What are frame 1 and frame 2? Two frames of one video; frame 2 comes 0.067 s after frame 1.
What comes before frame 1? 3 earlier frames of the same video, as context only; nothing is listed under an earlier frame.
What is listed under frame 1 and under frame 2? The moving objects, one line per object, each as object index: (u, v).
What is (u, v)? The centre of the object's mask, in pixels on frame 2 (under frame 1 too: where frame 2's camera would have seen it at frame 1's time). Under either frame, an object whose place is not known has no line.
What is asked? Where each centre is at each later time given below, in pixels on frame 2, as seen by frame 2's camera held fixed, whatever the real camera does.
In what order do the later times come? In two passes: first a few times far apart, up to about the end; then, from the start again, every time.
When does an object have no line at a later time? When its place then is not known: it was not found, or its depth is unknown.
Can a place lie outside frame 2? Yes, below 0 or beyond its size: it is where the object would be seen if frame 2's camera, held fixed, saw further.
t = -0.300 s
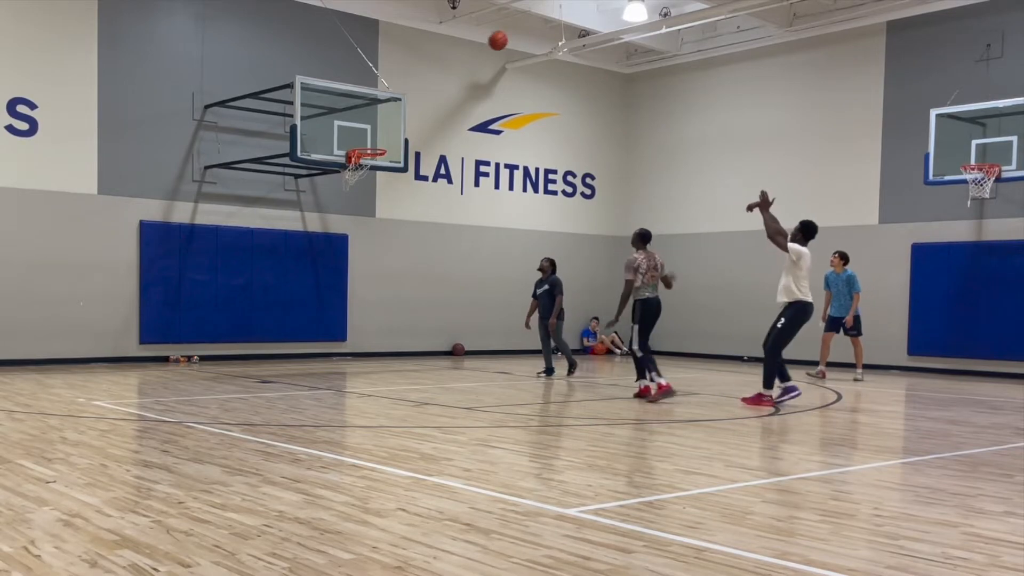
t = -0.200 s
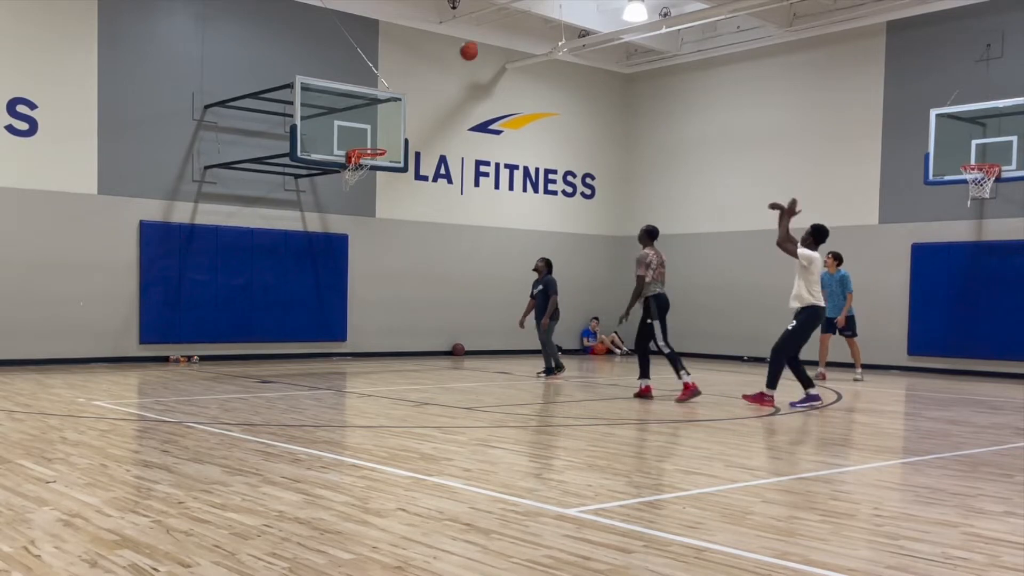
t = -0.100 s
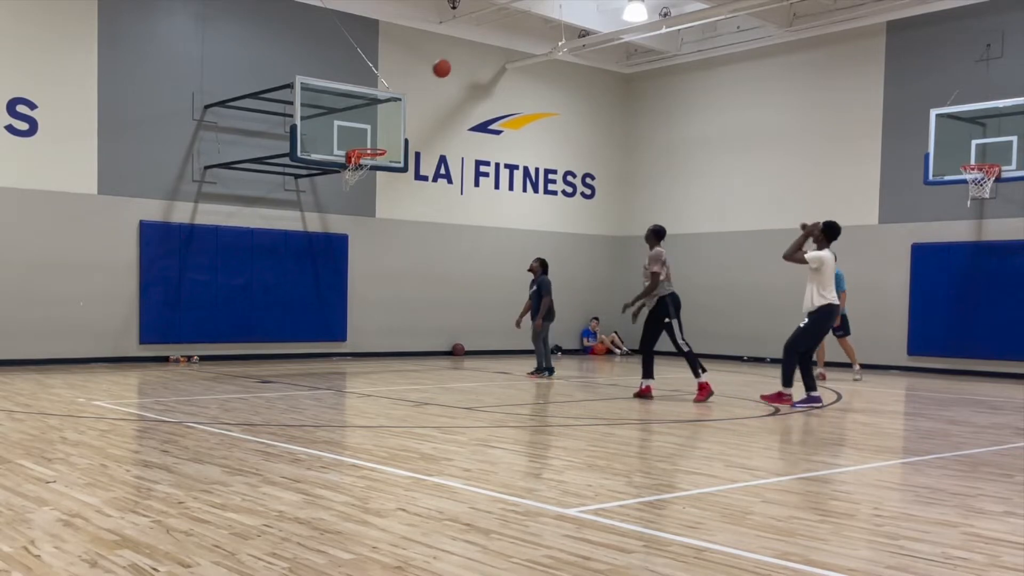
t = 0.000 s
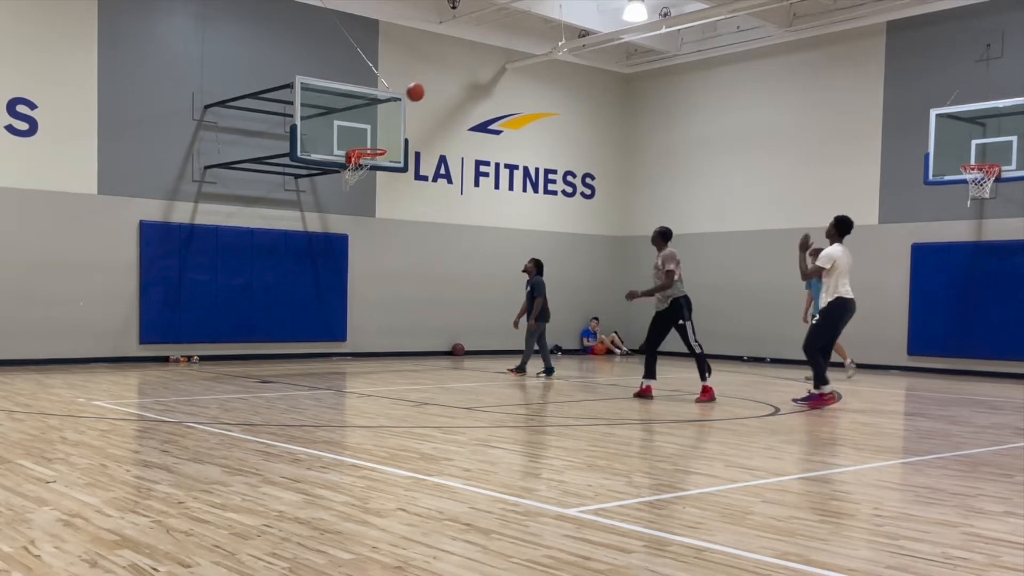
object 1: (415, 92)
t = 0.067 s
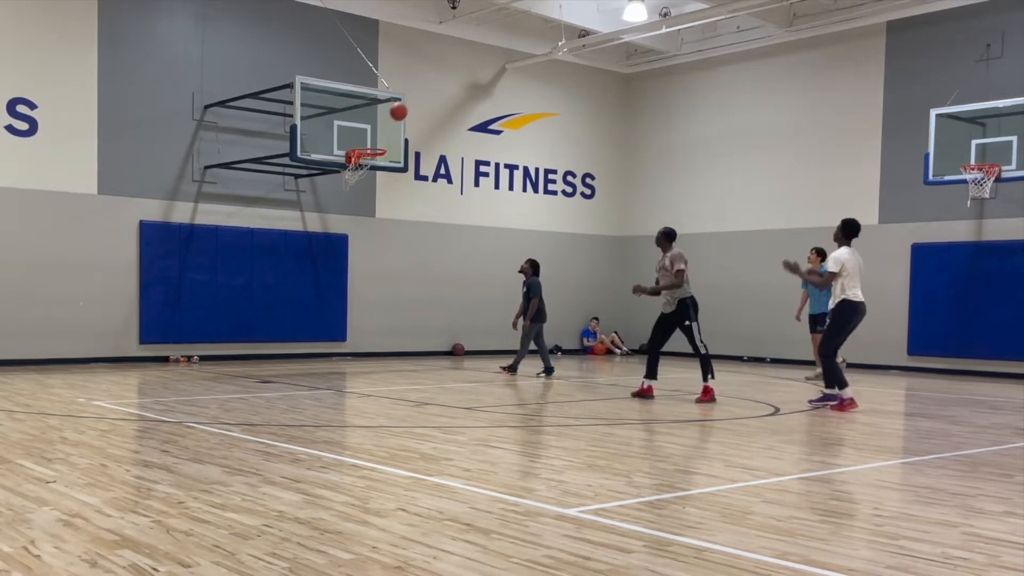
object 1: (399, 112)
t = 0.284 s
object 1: (356, 163)
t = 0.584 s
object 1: (343, 243)
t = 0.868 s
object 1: (330, 365)
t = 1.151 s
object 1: (337, 278)
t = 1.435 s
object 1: (344, 250)
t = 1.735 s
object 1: (350, 293)
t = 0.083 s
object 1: (394, 117)
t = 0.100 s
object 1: (390, 122)
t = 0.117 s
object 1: (386, 128)
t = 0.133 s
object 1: (382, 133)
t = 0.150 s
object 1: (378, 139)
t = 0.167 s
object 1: (375, 146)
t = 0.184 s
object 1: (370, 151)
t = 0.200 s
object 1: (367, 153)
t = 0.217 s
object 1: (364, 155)
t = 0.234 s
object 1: (362, 158)
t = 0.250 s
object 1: (358, 160)
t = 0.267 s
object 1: (356, 161)
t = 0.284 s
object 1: (356, 163)
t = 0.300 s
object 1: (355, 166)
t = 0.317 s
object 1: (355, 169)
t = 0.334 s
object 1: (354, 171)
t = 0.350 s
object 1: (353, 175)
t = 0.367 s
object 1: (353, 178)
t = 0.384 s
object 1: (352, 182)
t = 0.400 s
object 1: (352, 186)
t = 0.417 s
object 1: (351, 190)
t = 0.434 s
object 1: (350, 194)
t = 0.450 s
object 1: (349, 199)
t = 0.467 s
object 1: (349, 204)
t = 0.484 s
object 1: (348, 209)
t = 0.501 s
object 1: (347, 214)
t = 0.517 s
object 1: (346, 219)
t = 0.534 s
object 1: (345, 225)
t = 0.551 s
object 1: (345, 231)
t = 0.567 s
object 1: (344, 237)
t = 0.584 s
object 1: (343, 243)
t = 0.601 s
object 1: (342, 249)
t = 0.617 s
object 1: (341, 256)
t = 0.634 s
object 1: (341, 263)
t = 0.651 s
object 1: (340, 270)
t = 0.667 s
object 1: (339, 277)
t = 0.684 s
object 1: (338, 285)
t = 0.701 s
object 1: (338, 293)
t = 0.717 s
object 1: (337, 301)
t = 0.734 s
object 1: (336, 309)
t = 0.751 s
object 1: (335, 317)
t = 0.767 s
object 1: (334, 326)
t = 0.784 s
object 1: (333, 334)
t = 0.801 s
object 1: (332, 343)
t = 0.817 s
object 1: (331, 353)
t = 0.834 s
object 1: (331, 362)
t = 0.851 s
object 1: (330, 371)
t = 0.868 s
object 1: (330, 365)
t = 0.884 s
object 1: (331, 358)
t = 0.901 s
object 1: (331, 352)
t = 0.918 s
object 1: (331, 346)
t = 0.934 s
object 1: (332, 339)
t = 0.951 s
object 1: (332, 333)
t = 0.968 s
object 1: (333, 327)
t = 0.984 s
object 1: (333, 322)
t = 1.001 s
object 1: (333, 316)
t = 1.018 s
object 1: (334, 311)
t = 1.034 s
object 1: (334, 307)
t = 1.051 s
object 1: (334, 302)
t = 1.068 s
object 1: (335, 297)
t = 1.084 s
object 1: (336, 293)
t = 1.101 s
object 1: (336, 289)
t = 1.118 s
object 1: (337, 285)
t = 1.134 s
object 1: (337, 281)
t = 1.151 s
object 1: (337, 278)
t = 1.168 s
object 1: (338, 274)
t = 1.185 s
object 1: (338, 271)
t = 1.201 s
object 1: (338, 268)
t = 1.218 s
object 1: (339, 266)
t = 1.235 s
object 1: (339, 263)
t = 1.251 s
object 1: (340, 261)
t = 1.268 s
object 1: (340, 259)
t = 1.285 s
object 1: (341, 257)
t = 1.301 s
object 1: (341, 256)
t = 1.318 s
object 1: (341, 254)
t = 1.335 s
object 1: (342, 253)
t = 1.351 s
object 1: (342, 252)
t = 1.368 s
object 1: (342, 251)
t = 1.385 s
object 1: (343, 251)
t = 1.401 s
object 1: (343, 251)
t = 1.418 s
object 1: (344, 251)
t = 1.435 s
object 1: (344, 250)
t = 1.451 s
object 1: (344, 251)
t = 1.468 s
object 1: (345, 251)
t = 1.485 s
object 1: (345, 253)
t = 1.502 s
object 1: (345, 254)
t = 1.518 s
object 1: (346, 255)
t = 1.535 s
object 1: (346, 256)
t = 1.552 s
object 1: (347, 258)
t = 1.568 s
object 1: (347, 260)
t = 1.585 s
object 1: (347, 262)
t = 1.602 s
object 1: (348, 265)
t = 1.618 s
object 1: (348, 267)
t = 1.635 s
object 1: (348, 270)
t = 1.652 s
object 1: (349, 274)
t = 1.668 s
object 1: (349, 277)
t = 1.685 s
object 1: (349, 281)
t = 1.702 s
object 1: (349, 285)
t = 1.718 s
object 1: (350, 289)
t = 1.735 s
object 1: (350, 293)
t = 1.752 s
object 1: (351, 297)
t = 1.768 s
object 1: (351, 302)
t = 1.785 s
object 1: (351, 307)
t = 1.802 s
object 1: (352, 313)
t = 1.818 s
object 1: (352, 318)
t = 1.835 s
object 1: (352, 324)
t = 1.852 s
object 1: (352, 330)
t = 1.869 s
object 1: (353, 336)
